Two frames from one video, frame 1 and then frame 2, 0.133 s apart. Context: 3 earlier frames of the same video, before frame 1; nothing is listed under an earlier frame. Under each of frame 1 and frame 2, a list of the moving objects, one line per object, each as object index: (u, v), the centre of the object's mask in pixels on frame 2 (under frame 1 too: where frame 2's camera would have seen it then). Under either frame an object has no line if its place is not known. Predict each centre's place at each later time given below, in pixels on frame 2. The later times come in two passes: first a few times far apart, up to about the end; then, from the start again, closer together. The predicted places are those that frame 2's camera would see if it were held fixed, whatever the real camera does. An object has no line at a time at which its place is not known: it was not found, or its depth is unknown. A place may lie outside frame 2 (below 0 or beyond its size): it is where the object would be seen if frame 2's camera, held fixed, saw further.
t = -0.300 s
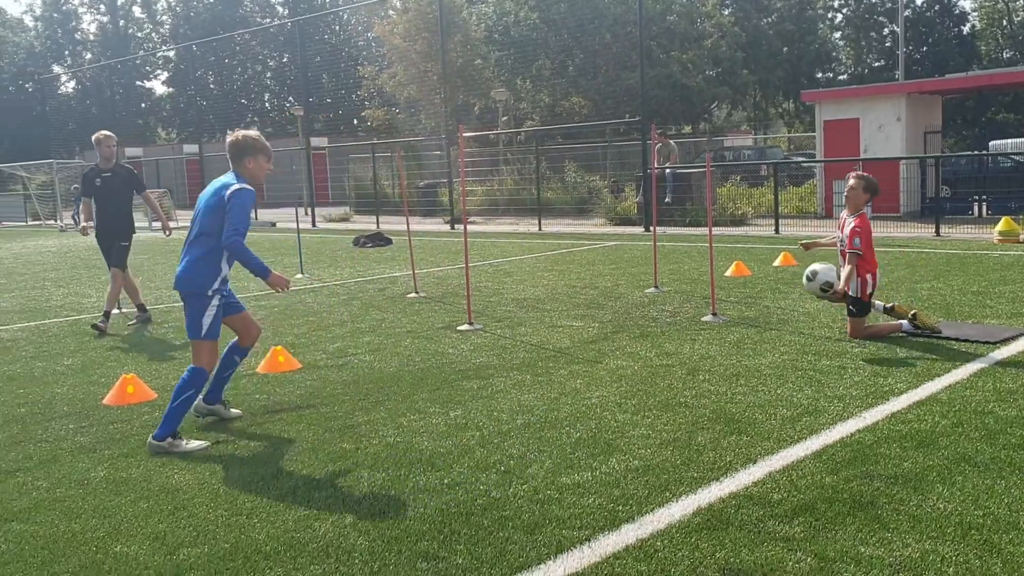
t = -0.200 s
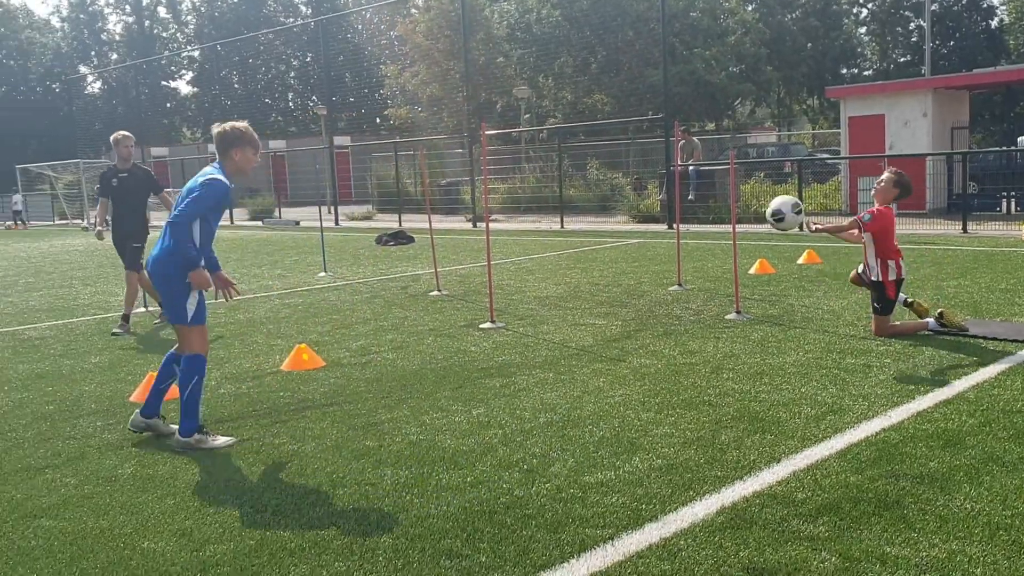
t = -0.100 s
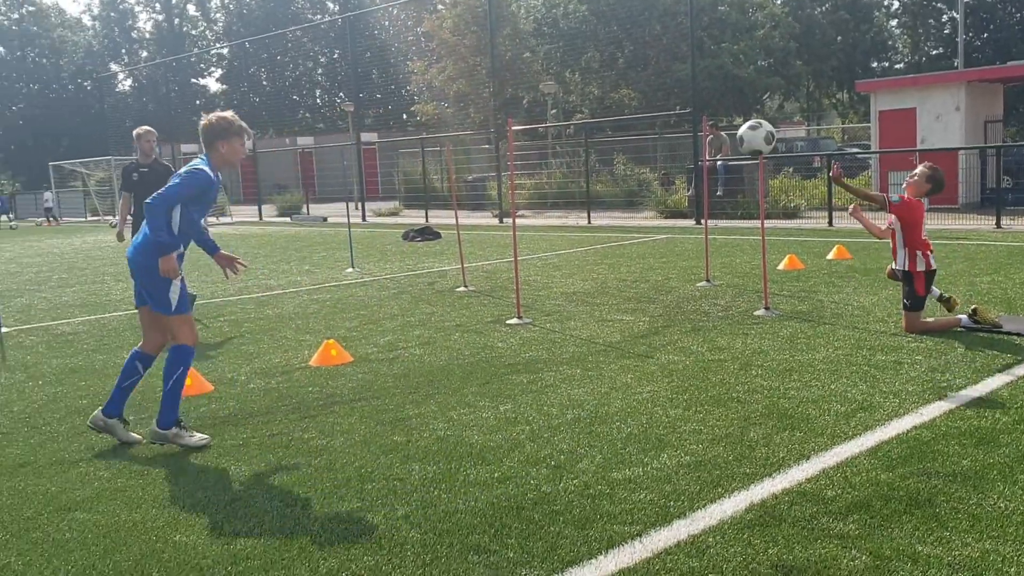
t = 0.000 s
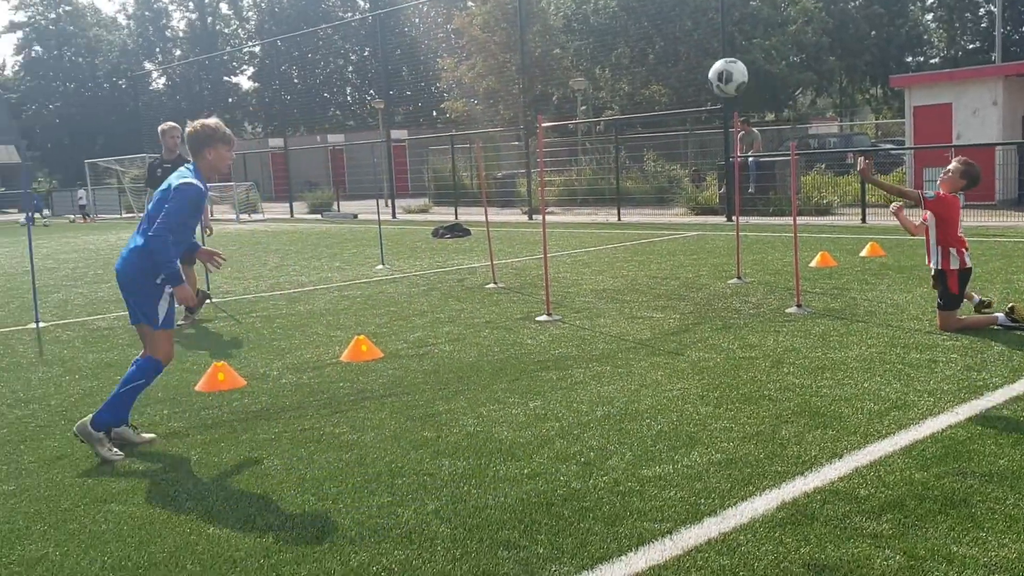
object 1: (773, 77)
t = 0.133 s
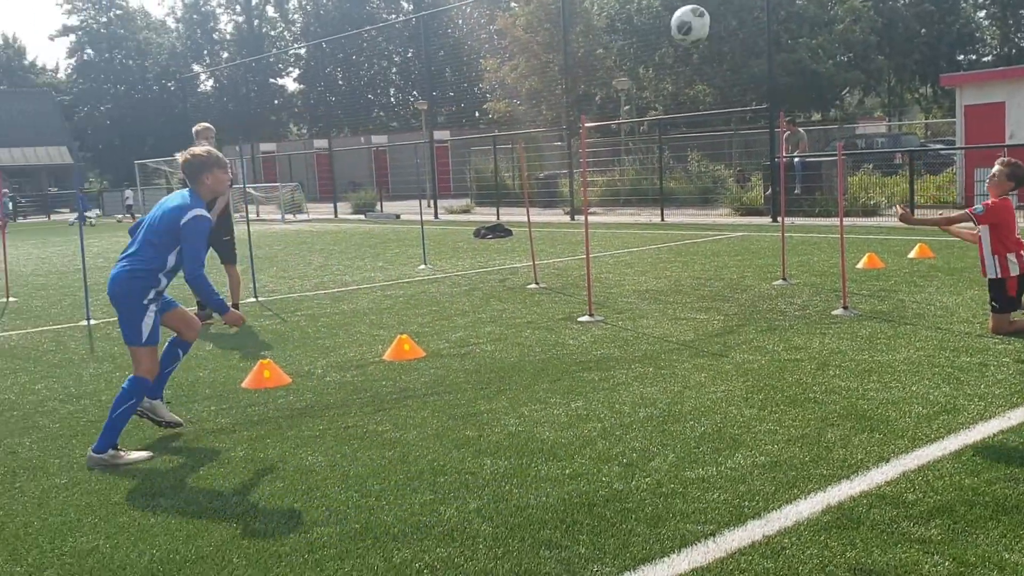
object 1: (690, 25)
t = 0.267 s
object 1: (606, 11)
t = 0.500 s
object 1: (462, 36)
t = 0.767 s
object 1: (304, 193)
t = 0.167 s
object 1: (670, 17)
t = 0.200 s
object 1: (649, 13)
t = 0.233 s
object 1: (629, 10)
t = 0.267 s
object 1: (606, 11)
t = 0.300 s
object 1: (587, 10)
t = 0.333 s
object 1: (566, 10)
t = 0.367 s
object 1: (545, 11)
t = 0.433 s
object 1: (502, 17)
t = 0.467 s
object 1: (482, 26)
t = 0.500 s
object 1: (462, 36)
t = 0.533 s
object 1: (442, 49)
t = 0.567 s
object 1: (422, 64)
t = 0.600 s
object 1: (402, 80)
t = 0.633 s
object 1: (382, 98)
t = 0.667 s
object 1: (362, 119)
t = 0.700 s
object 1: (342, 141)
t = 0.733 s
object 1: (324, 166)
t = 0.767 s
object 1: (304, 193)
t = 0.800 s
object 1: (286, 220)
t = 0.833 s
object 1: (268, 249)
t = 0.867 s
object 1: (250, 280)
